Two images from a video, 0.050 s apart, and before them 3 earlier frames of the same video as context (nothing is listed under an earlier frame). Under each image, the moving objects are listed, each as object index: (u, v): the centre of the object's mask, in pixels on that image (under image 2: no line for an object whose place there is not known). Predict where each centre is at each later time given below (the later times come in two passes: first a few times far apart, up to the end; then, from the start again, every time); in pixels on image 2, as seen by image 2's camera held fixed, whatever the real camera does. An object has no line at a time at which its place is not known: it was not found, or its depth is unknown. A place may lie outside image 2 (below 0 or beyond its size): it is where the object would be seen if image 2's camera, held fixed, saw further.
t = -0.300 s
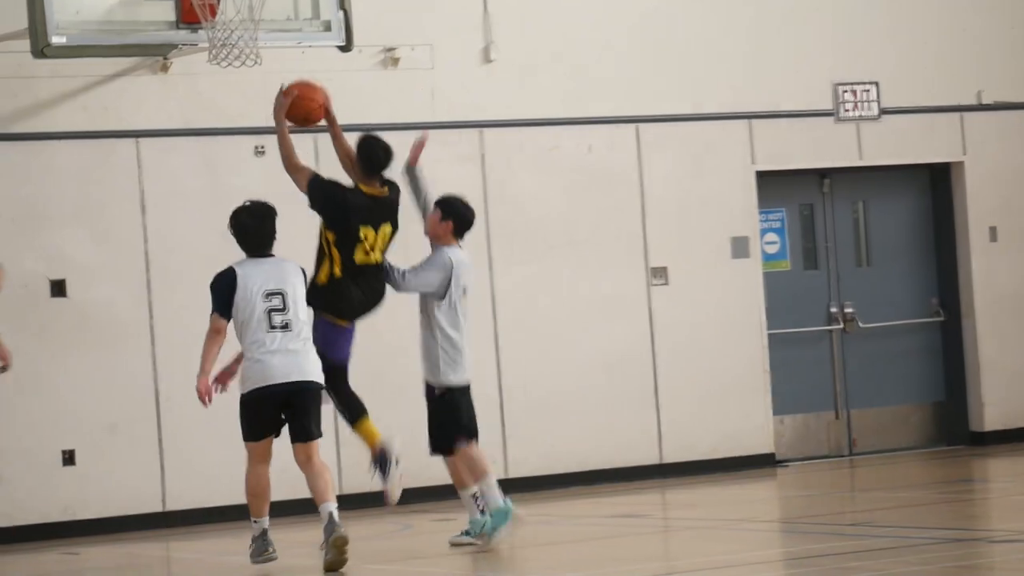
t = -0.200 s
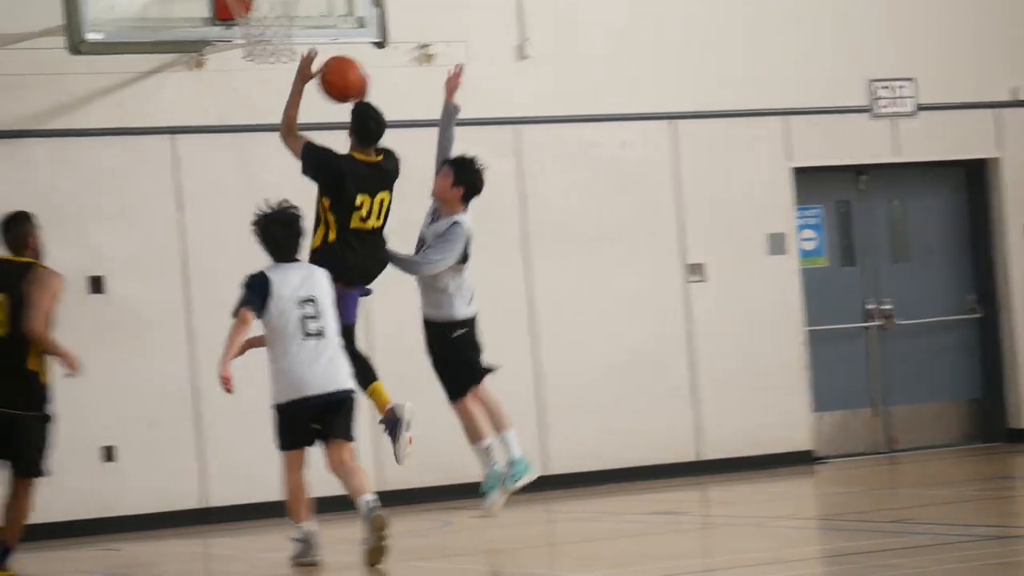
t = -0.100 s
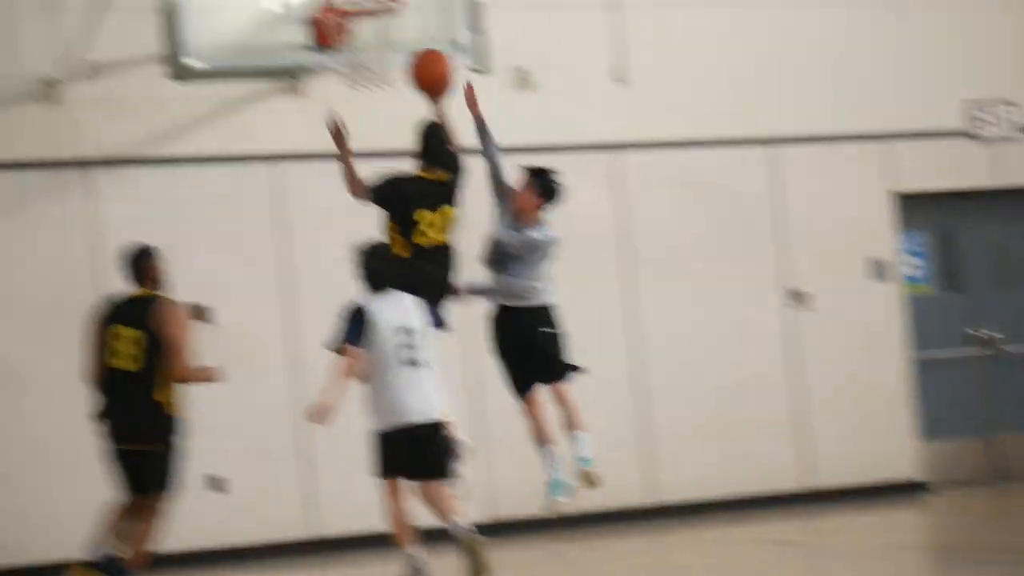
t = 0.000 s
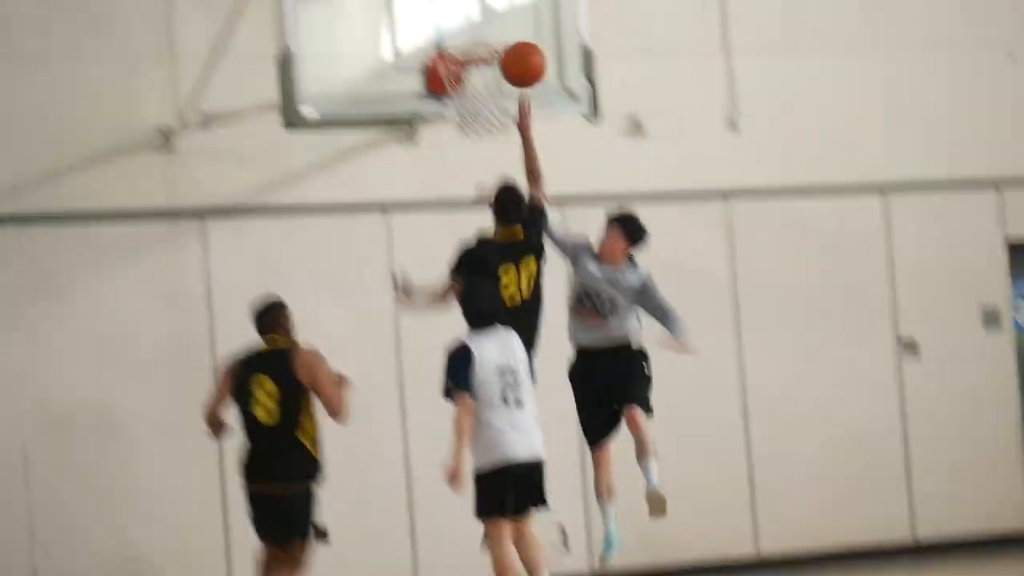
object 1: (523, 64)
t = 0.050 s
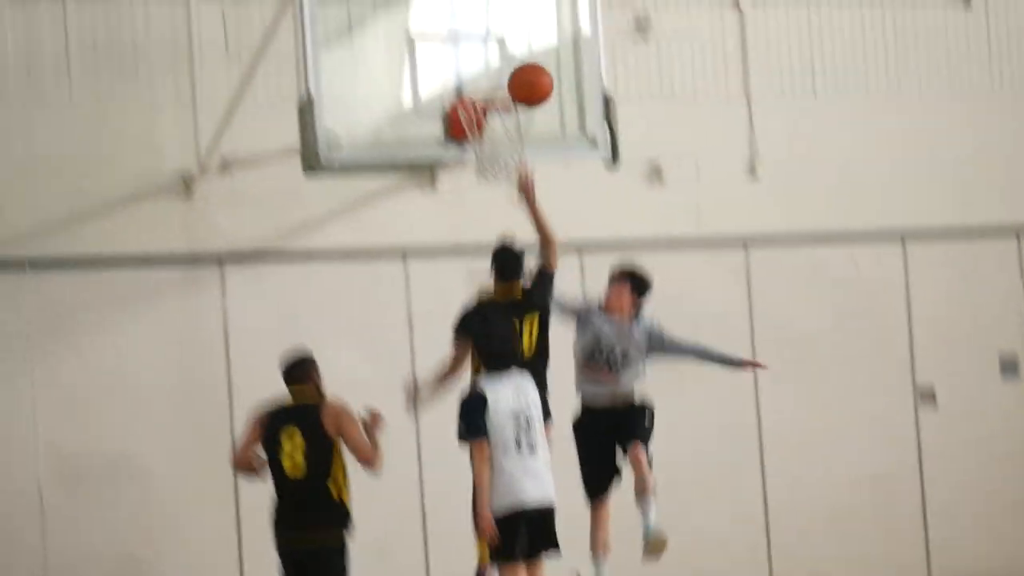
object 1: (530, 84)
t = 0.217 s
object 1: (489, 37)
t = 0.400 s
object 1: (454, 43)
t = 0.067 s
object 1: (526, 79)
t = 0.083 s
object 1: (522, 71)
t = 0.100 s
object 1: (518, 64)
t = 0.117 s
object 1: (514, 59)
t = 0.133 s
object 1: (509, 53)
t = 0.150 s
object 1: (505, 49)
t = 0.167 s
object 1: (501, 45)
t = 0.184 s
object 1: (497, 42)
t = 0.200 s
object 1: (493, 39)
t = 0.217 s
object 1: (489, 37)
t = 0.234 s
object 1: (485, 35)
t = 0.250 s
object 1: (481, 34)
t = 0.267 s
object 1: (478, 32)
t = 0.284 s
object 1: (475, 31)
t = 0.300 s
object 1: (472, 31)
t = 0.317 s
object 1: (470, 32)
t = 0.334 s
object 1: (468, 33)
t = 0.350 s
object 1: (465, 35)
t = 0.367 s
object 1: (461, 38)
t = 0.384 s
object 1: (457, 40)
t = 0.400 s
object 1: (454, 43)
